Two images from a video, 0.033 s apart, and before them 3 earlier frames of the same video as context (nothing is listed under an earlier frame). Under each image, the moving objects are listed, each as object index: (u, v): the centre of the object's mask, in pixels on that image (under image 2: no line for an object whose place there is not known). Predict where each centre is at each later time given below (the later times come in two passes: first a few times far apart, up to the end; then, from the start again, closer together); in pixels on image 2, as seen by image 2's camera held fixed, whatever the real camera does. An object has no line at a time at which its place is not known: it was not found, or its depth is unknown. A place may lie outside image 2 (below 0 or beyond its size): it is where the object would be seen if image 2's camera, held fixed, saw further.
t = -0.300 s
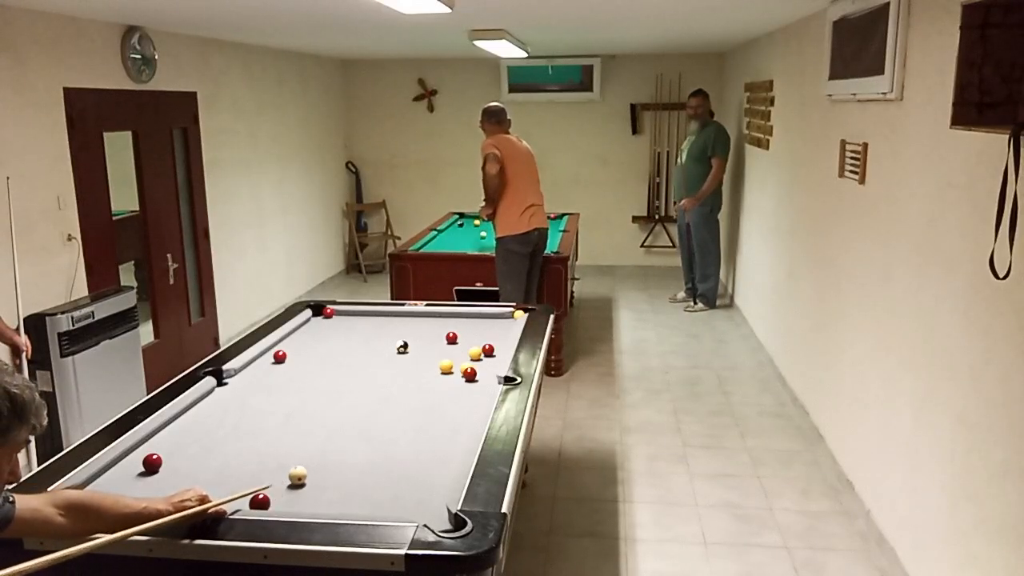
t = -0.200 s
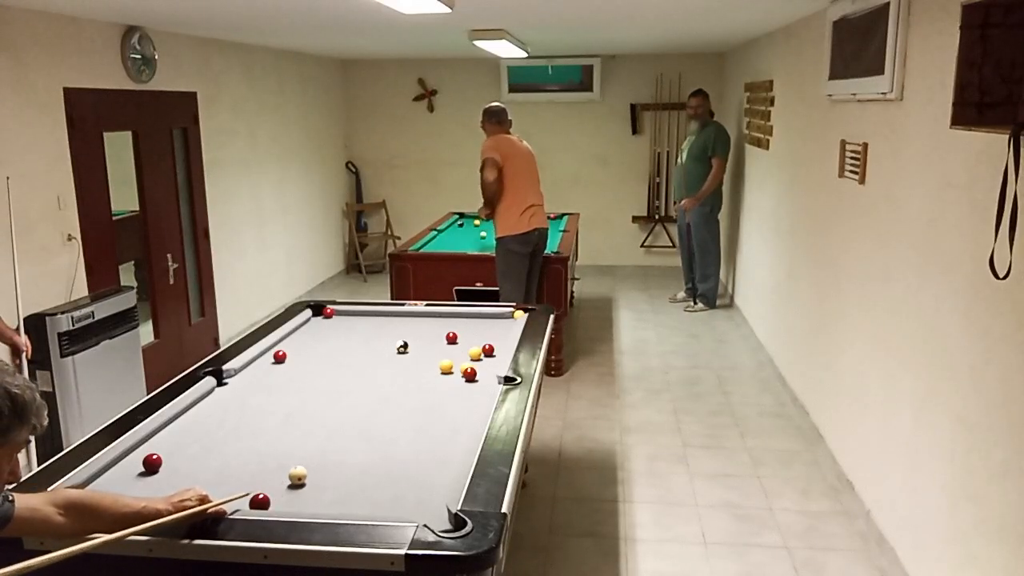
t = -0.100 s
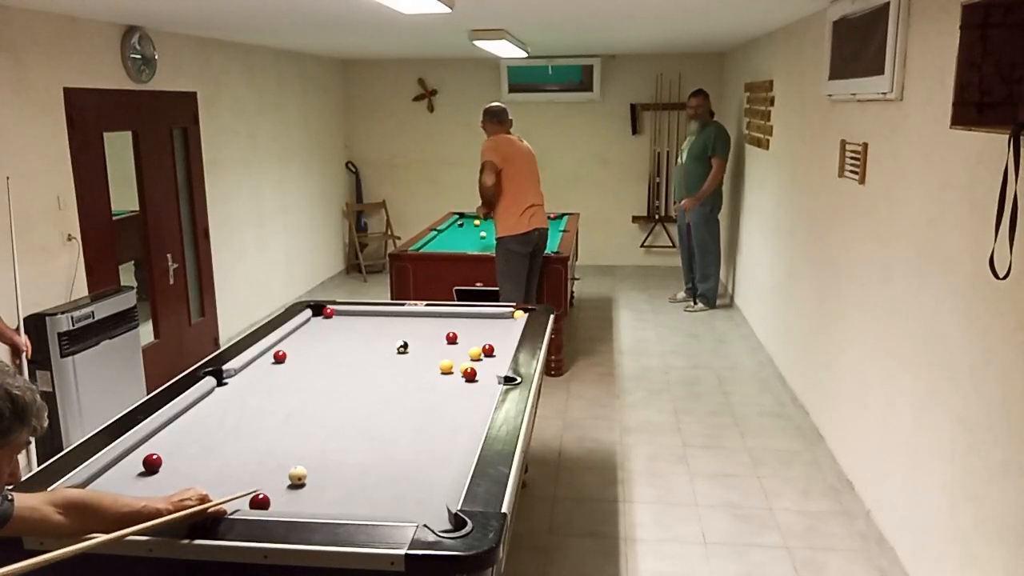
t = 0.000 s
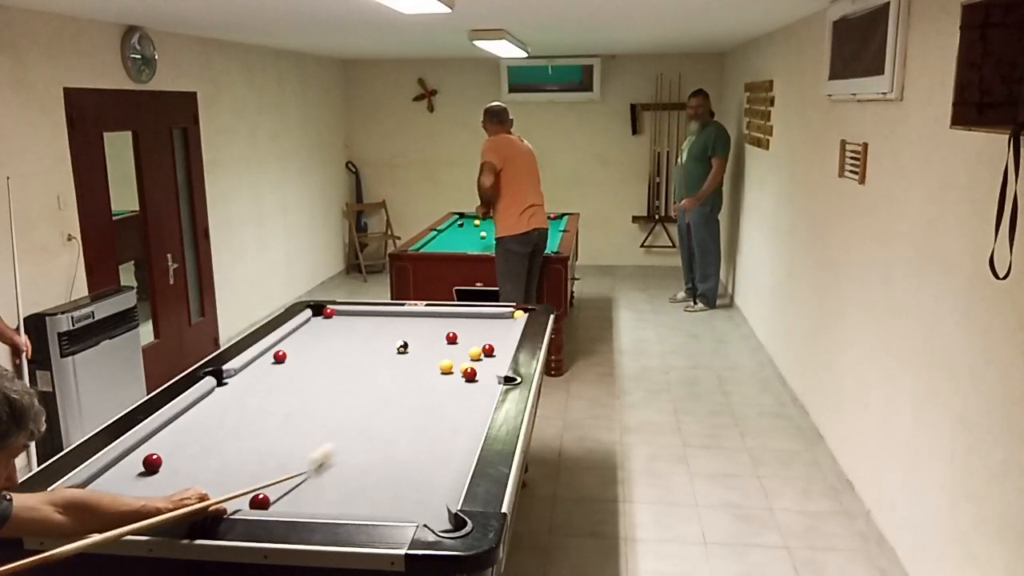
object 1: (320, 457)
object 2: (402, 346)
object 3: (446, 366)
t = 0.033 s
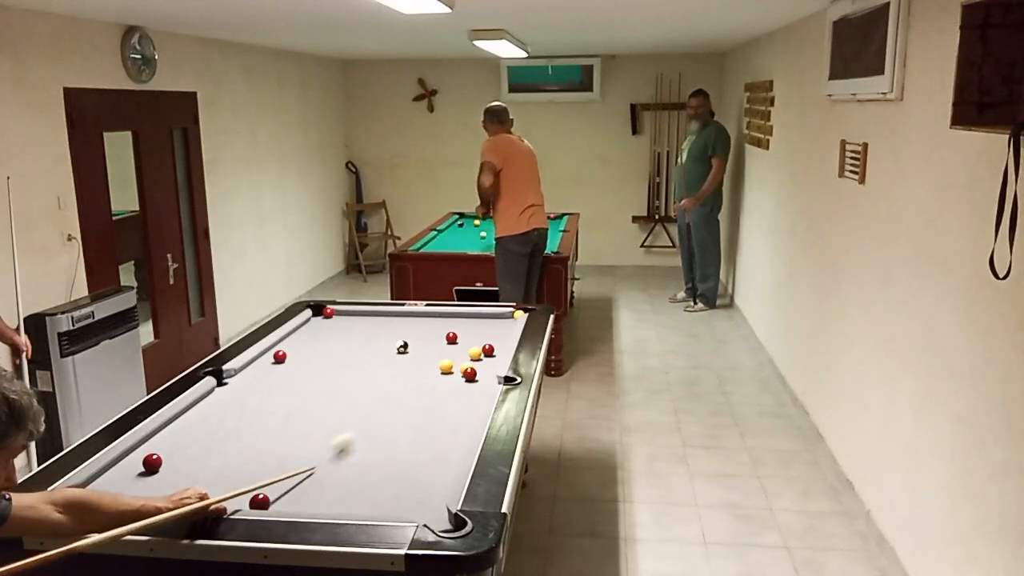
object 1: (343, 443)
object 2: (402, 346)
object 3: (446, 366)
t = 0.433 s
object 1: (466, 365)
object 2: (402, 346)
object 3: (425, 353)
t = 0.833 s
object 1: (426, 359)
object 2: (367, 344)
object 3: (423, 333)
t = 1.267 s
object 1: (395, 352)
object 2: (328, 340)
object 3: (431, 317)
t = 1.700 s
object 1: (370, 345)
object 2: (295, 337)
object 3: (426, 321)
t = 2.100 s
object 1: (352, 342)
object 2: (303, 336)
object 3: (418, 328)
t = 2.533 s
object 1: (338, 338)
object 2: (317, 335)
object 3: (410, 334)
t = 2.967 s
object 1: (333, 337)
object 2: (322, 335)
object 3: (405, 340)
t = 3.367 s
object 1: (333, 337)
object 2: (322, 335)
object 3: (402, 343)
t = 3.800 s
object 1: (333, 337)
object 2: (322, 334)
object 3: (402, 345)
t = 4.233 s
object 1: (333, 337)
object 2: (322, 334)
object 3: (402, 345)
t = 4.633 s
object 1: (333, 337)
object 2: (322, 334)
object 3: (402, 345)
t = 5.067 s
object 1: (333, 337)
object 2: (322, 334)
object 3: (402, 345)
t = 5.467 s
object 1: (333, 337)
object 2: (322, 335)
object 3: (402, 345)
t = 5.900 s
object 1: (333, 337)
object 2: (322, 335)
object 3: (402, 345)
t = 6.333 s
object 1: (333, 337)
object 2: (322, 335)
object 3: (402, 345)
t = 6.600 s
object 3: (402, 345)
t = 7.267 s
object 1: (333, 337)
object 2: (322, 335)
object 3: (403, 346)
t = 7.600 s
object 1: (333, 337)
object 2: (322, 334)
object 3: (402, 345)
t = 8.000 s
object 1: (333, 337)
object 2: (322, 335)
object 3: (402, 345)
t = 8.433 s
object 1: (333, 337)
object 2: (322, 334)
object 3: (402, 345)
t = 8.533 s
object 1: (333, 337)
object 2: (322, 334)
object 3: (403, 345)
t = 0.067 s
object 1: (362, 430)
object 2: (402, 346)
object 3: (446, 366)
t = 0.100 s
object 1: (380, 418)
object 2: (402, 346)
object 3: (446, 366)
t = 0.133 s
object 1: (395, 409)
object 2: (402, 346)
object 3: (446, 366)
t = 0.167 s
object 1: (410, 399)
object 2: (402, 346)
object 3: (446, 366)
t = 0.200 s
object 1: (423, 390)
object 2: (402, 346)
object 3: (446, 366)
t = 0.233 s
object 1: (434, 384)
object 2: (402, 346)
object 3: (446, 366)
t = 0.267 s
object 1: (444, 377)
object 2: (402, 346)
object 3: (446, 364)
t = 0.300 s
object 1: (453, 370)
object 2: (402, 347)
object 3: (444, 365)
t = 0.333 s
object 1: (456, 369)
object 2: (402, 346)
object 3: (440, 362)
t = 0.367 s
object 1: (459, 369)
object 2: (402, 346)
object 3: (435, 359)
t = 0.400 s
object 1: (463, 366)
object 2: (402, 346)
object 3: (430, 356)
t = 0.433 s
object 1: (466, 365)
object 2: (402, 346)
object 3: (425, 353)
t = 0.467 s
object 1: (462, 365)
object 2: (402, 347)
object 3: (421, 351)
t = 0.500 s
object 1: (457, 366)
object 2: (402, 347)
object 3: (417, 348)
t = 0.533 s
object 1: (453, 365)
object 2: (400, 346)
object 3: (415, 346)
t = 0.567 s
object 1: (450, 364)
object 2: (396, 346)
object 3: (416, 345)
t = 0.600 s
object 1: (447, 364)
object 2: (391, 346)
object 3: (418, 343)
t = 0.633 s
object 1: (443, 363)
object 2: (387, 345)
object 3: (419, 342)
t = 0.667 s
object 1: (441, 362)
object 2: (384, 345)
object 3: (419, 340)
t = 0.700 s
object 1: (438, 361)
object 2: (381, 344)
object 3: (420, 339)
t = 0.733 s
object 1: (435, 361)
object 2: (377, 345)
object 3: (421, 337)
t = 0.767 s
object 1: (432, 360)
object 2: (374, 345)
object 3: (421, 335)
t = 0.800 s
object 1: (429, 359)
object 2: (370, 344)
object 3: (422, 334)
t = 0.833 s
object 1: (426, 359)
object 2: (367, 344)
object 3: (423, 333)
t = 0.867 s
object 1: (424, 358)
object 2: (364, 343)
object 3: (423, 331)
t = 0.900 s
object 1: (421, 357)
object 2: (360, 342)
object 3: (424, 330)
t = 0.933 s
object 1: (418, 357)
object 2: (357, 343)
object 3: (425, 329)
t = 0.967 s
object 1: (416, 356)
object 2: (354, 343)
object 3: (425, 328)
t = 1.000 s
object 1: (413, 356)
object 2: (351, 342)
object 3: (426, 326)
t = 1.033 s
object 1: (411, 355)
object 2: (349, 341)
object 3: (427, 325)
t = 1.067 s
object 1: (408, 355)
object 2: (345, 341)
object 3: (428, 324)
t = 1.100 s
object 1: (406, 354)
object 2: (342, 342)
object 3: (428, 323)
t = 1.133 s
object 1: (404, 353)
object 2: (339, 341)
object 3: (429, 321)
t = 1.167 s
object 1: (402, 353)
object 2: (337, 341)
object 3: (429, 320)
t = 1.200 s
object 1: (399, 352)
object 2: (334, 340)
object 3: (430, 319)
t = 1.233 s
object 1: (397, 352)
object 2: (331, 340)
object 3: (431, 318)
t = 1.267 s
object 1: (395, 352)
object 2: (328, 340)
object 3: (431, 317)
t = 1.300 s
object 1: (392, 351)
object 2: (325, 340)
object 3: (432, 316)
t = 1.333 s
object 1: (390, 351)
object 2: (322, 340)
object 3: (432, 315)
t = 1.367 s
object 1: (388, 350)
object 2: (320, 339)
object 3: (433, 315)
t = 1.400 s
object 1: (386, 350)
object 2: (317, 340)
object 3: (432, 315)
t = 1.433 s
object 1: (384, 349)
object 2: (315, 339)
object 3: (431, 316)
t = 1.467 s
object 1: (382, 349)
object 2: (312, 338)
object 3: (430, 316)
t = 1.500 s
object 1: (381, 348)
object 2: (310, 338)
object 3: (430, 317)
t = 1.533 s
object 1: (379, 348)
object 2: (308, 338)
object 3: (429, 318)
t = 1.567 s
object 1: (377, 347)
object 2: (305, 338)
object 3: (428, 318)
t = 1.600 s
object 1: (375, 347)
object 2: (303, 338)
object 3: (428, 319)
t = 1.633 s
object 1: (373, 346)
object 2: (300, 338)
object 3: (427, 319)
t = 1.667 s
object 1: (372, 346)
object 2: (298, 337)
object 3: (426, 320)
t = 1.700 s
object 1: (370, 345)
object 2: (295, 337)
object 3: (426, 321)
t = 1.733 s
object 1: (368, 345)
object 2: (293, 336)
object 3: (425, 321)
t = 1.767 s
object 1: (367, 345)
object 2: (291, 336)
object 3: (425, 322)
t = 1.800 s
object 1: (365, 345)
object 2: (288, 336)
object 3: (424, 323)
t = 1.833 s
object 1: (363, 344)
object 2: (290, 336)
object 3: (423, 323)
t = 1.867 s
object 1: (362, 344)
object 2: (291, 336)
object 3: (423, 324)
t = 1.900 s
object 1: (360, 343)
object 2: (293, 336)
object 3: (422, 324)
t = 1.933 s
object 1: (359, 343)
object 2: (295, 335)
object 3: (421, 325)
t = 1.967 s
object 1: (357, 343)
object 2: (297, 335)
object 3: (421, 325)
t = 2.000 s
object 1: (356, 342)
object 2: (299, 336)
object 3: (420, 326)
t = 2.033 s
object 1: (355, 342)
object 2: (300, 336)
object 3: (419, 327)
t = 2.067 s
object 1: (353, 342)
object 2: (301, 336)
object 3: (419, 327)
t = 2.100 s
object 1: (352, 342)
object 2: (303, 336)
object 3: (418, 328)
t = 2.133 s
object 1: (351, 341)
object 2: (304, 336)
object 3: (417, 328)
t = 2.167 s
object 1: (350, 341)
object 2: (305, 336)
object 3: (417, 329)
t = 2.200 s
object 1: (349, 341)
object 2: (307, 336)
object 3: (416, 329)
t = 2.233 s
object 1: (347, 340)
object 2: (308, 336)
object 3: (416, 330)
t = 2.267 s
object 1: (347, 340)
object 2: (309, 336)
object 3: (415, 330)
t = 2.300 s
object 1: (345, 340)
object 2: (310, 336)
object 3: (415, 331)
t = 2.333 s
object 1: (344, 340)
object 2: (311, 336)
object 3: (414, 332)
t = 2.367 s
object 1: (343, 340)
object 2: (312, 335)
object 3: (413, 332)
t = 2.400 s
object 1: (342, 339)
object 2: (313, 335)
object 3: (413, 332)
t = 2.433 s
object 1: (341, 339)
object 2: (314, 335)
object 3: (412, 333)
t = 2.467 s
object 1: (340, 339)
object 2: (315, 335)
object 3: (412, 333)
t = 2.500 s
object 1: (339, 339)
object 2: (316, 335)
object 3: (411, 334)
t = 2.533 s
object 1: (338, 338)
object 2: (317, 335)
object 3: (410, 334)
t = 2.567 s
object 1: (337, 338)
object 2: (318, 335)
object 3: (410, 335)
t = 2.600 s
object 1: (337, 338)
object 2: (319, 335)
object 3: (409, 335)
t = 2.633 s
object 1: (336, 338)
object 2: (320, 335)
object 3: (409, 336)
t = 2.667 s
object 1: (335, 338)
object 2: (321, 335)
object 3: (409, 336)
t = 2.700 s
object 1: (335, 338)
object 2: (321, 335)
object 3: (408, 336)
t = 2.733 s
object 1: (334, 337)
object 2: (322, 335)
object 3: (408, 337)
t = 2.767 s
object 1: (333, 337)
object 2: (322, 335)
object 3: (407, 337)
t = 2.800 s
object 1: (332, 337)
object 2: (322, 335)
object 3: (407, 338)
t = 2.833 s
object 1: (332, 337)
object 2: (322, 335)
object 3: (406, 338)
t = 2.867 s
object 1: (333, 337)
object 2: (322, 335)
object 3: (406, 339)
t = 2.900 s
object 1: (332, 337)
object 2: (322, 335)
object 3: (406, 339)
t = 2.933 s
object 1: (333, 337)
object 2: (322, 334)
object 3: (405, 339)
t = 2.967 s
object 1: (333, 337)
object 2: (322, 335)
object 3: (405, 340)
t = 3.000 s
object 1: (333, 337)
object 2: (322, 334)
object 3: (405, 340)
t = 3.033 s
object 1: (333, 337)
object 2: (322, 335)
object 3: (404, 340)
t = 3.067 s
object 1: (333, 337)
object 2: (322, 335)
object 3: (404, 341)
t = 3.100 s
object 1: (333, 337)
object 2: (322, 334)
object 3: (404, 341)
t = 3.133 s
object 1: (333, 337)
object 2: (322, 335)
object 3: (404, 341)
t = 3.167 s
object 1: (333, 337)
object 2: (322, 335)
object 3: (403, 341)
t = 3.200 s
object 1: (333, 337)
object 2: (322, 335)
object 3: (403, 342)
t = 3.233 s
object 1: (333, 337)
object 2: (322, 335)
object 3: (403, 342)
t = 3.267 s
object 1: (333, 337)
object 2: (322, 334)
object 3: (403, 342)
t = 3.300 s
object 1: (333, 337)
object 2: (322, 334)
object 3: (402, 343)
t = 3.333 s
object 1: (333, 337)
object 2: (322, 335)
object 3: (402, 343)
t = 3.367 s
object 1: (333, 337)
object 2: (322, 335)
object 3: (402, 343)
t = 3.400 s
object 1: (333, 337)
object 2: (322, 335)
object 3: (402, 344)
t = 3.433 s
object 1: (333, 337)
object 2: (322, 335)
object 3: (402, 343)
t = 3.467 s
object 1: (333, 337)
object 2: (322, 334)
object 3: (402, 344)
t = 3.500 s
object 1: (333, 337)
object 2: (322, 335)
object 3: (402, 344)
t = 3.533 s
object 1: (333, 337)
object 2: (322, 334)
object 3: (402, 344)
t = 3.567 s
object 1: (333, 337)
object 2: (322, 334)
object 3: (402, 344)
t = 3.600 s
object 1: (333, 337)
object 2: (322, 334)
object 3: (402, 345)
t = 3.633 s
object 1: (333, 337)
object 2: (322, 335)
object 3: (402, 345)
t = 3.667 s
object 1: (333, 337)
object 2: (322, 334)
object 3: (402, 345)
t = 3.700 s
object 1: (333, 337)
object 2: (322, 335)
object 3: (402, 345)
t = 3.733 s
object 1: (333, 337)
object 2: (322, 334)
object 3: (402, 345)
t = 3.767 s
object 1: (333, 337)
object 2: (322, 334)
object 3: (402, 345)
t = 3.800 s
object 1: (333, 337)
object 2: (322, 334)
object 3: (402, 345)
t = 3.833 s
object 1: (333, 337)
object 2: (322, 334)
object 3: (402, 345)
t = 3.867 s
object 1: (333, 337)
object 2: (322, 335)
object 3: (402, 345)
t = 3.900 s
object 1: (333, 337)
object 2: (322, 334)
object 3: (402, 345)
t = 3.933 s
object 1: (333, 337)
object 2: (322, 335)
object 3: (402, 345)
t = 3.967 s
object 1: (333, 337)
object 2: (322, 334)
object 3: (402, 345)
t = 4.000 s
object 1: (333, 337)
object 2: (322, 334)
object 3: (402, 345)
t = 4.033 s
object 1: (333, 337)
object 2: (322, 334)
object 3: (402, 345)
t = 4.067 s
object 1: (333, 337)
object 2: (322, 334)
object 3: (402, 345)
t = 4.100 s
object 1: (333, 337)
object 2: (322, 334)
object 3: (402, 345)
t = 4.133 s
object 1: (333, 337)
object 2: (322, 334)
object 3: (402, 345)
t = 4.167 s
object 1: (333, 337)
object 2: (322, 334)
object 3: (402, 345)
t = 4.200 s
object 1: (333, 337)
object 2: (322, 334)
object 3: (402, 345)
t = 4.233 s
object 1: (333, 337)
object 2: (322, 334)
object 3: (402, 345)
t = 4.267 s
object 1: (333, 337)
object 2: (322, 335)
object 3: (402, 345)
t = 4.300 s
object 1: (333, 337)
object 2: (322, 335)
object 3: (402, 345)
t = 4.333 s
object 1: (333, 337)
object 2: (322, 334)
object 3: (402, 345)
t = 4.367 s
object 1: (333, 337)
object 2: (322, 335)
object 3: (402, 345)
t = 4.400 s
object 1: (333, 337)
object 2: (322, 334)
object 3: (402, 345)
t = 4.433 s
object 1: (333, 337)
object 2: (322, 334)
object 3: (402, 345)
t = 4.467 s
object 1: (333, 337)
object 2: (322, 335)
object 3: (402, 345)
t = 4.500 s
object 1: (333, 337)
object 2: (322, 335)
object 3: (402, 345)
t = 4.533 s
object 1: (333, 337)
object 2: (322, 334)
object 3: (402, 345)
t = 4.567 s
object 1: (333, 337)
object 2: (322, 334)
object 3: (402, 345)
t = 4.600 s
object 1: (333, 337)
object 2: (322, 335)
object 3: (402, 345)
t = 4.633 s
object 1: (333, 337)
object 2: (322, 334)
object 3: (402, 345)
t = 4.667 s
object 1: (333, 337)
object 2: (322, 335)
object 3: (402, 345)
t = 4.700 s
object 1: (333, 337)
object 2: (322, 334)
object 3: (402, 345)
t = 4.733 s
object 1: (333, 337)
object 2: (322, 335)
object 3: (402, 345)
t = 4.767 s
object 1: (333, 337)
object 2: (322, 334)
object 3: (402, 345)
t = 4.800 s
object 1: (333, 337)
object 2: (322, 335)
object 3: (402, 345)
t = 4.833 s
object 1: (333, 337)
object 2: (322, 335)
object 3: (402, 345)
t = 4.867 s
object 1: (333, 337)
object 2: (322, 335)
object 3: (402, 345)
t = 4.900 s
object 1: (333, 337)
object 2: (322, 334)
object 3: (402, 345)
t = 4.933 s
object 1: (333, 337)
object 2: (322, 335)
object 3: (402, 345)
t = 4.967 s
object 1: (333, 337)
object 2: (322, 335)
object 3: (402, 345)
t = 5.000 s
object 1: (333, 337)
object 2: (322, 334)
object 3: (402, 345)
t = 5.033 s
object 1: (333, 337)
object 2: (322, 335)
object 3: (402, 345)
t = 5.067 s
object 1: (333, 337)
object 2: (322, 334)
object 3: (402, 345)
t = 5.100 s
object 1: (333, 337)
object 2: (322, 335)
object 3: (402, 345)
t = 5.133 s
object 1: (333, 337)
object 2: (322, 334)
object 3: (402, 345)
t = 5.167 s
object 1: (333, 337)
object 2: (322, 334)
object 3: (402, 345)
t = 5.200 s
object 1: (333, 337)
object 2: (322, 334)
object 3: (402, 345)
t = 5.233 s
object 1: (333, 337)
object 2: (322, 335)
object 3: (402, 345)
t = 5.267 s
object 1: (333, 337)
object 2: (322, 334)
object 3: (402, 345)
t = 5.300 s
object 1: (333, 337)
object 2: (322, 335)
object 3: (402, 345)
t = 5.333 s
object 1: (333, 337)
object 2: (322, 334)
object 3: (402, 345)
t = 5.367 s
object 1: (333, 337)
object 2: (322, 335)
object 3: (402, 345)
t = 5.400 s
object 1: (333, 337)
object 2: (322, 335)
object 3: (402, 345)
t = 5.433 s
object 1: (333, 337)
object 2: (322, 335)
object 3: (402, 345)
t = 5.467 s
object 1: (333, 337)
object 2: (322, 335)
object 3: (402, 345)
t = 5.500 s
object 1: (333, 337)
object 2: (322, 334)
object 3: (402, 345)
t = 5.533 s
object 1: (333, 337)
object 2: (322, 334)
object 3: (402, 345)
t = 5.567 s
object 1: (333, 337)
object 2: (322, 334)
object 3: (402, 345)
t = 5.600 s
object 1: (333, 337)
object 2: (322, 335)
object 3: (402, 345)
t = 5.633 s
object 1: (333, 337)
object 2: (322, 335)
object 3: (402, 345)
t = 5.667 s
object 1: (333, 337)
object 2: (322, 335)
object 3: (402, 345)
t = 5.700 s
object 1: (333, 337)
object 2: (322, 334)
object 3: (402, 345)
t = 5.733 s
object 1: (333, 337)
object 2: (322, 334)
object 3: (402, 345)
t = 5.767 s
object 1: (333, 337)
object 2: (322, 335)
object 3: (402, 345)
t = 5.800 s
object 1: (333, 337)
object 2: (322, 335)
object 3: (402, 345)
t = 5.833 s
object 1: (333, 337)
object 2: (322, 334)
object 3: (402, 345)
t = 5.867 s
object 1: (333, 337)
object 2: (322, 334)
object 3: (402, 345)
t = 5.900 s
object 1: (333, 337)
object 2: (322, 335)
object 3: (402, 345)
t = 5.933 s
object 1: (333, 337)
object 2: (322, 334)
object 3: (402, 345)
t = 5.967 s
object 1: (333, 337)
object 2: (322, 335)
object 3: (402, 345)
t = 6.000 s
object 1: (333, 337)
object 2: (322, 334)
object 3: (402, 345)
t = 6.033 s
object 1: (333, 337)
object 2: (322, 334)
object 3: (402, 345)
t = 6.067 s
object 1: (333, 337)
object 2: (322, 334)
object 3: (402, 345)
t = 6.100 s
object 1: (333, 337)
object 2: (322, 334)
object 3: (402, 345)
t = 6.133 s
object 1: (333, 337)
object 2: (322, 334)
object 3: (402, 345)
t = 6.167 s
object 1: (333, 337)
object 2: (322, 335)
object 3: (402, 345)
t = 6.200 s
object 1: (333, 337)
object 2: (322, 335)
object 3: (402, 345)
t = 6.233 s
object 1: (333, 337)
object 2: (322, 334)
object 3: (402, 345)
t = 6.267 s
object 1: (333, 337)
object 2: (322, 335)
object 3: (402, 345)
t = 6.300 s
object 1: (332, 337)
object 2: (322, 335)
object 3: (402, 345)
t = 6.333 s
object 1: (333, 337)
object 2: (322, 335)
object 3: (402, 345)
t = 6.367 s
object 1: (333, 337)
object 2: (322, 335)
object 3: (402, 345)
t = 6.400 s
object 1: (333, 337)
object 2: (322, 334)
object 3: (402, 345)
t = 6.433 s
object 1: (333, 337)
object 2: (322, 335)
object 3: (403, 345)
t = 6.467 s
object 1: (333, 337)
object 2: (322, 335)
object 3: (402, 345)
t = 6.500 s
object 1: (333, 337)
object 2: (322, 335)
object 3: (402, 345)
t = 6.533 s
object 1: (334, 337)
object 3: (402, 345)
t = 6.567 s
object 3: (402, 345)
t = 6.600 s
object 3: (402, 345)
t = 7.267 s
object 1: (333, 337)
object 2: (322, 335)
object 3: (403, 346)
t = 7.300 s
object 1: (333, 337)
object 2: (322, 335)
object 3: (402, 346)
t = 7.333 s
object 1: (333, 337)
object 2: (322, 335)
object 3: (402, 346)
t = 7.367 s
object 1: (333, 337)
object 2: (322, 334)
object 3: (403, 345)
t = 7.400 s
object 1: (333, 337)
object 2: (322, 335)
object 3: (403, 345)
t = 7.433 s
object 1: (333, 337)
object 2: (322, 335)
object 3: (402, 345)
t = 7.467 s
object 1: (333, 337)
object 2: (322, 335)
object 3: (402, 345)
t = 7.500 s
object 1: (333, 337)
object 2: (322, 335)
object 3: (402, 345)
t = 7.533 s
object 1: (333, 337)
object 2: (322, 334)
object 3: (402, 345)
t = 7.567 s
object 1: (333, 337)
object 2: (322, 334)
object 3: (402, 345)
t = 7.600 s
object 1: (333, 337)
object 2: (322, 334)
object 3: (402, 345)
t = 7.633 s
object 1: (333, 337)
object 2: (322, 334)
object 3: (402, 345)
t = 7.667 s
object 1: (333, 337)
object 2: (322, 335)
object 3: (402, 345)
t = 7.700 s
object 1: (333, 337)
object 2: (322, 335)
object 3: (402, 345)
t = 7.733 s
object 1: (333, 337)
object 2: (322, 335)
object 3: (402, 345)
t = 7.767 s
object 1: (333, 337)
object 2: (322, 335)
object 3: (402, 345)
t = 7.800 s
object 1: (333, 337)
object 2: (322, 335)
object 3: (402, 345)
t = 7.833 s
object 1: (333, 337)
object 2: (322, 335)
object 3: (402, 345)
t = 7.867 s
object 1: (333, 337)
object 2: (322, 334)
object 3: (402, 345)
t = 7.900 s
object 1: (333, 337)
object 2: (322, 335)
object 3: (402, 345)
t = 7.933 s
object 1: (333, 337)
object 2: (322, 334)
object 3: (402, 345)
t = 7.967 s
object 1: (333, 337)
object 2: (322, 334)
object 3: (402, 345)
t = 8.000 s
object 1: (333, 337)
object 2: (322, 335)
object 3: (402, 345)
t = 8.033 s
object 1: (333, 337)
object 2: (322, 335)
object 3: (402, 345)
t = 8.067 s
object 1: (333, 337)
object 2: (322, 334)
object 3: (402, 345)
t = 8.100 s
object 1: (333, 337)
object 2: (322, 334)
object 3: (402, 345)
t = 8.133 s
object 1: (333, 337)
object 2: (322, 335)
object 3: (402, 345)
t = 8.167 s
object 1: (333, 337)
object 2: (322, 335)
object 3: (402, 345)
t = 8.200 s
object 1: (333, 337)
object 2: (322, 335)
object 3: (402, 345)
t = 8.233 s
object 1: (333, 337)
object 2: (322, 334)
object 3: (402, 345)
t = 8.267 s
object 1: (333, 337)
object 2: (322, 334)
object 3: (402, 345)
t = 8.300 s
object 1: (333, 337)
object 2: (322, 334)
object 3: (402, 345)
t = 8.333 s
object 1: (333, 337)
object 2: (322, 334)
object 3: (402, 345)
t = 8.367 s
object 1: (333, 337)
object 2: (322, 334)
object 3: (402, 345)
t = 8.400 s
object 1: (333, 337)
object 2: (322, 334)
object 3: (402, 345)
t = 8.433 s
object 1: (333, 337)
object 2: (322, 334)
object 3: (402, 345)
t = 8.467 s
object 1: (333, 337)
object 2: (322, 335)
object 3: (402, 345)
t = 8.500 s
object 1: (333, 337)
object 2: (322, 334)
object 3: (402, 345)
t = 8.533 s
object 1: (333, 337)
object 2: (322, 334)
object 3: (403, 345)
